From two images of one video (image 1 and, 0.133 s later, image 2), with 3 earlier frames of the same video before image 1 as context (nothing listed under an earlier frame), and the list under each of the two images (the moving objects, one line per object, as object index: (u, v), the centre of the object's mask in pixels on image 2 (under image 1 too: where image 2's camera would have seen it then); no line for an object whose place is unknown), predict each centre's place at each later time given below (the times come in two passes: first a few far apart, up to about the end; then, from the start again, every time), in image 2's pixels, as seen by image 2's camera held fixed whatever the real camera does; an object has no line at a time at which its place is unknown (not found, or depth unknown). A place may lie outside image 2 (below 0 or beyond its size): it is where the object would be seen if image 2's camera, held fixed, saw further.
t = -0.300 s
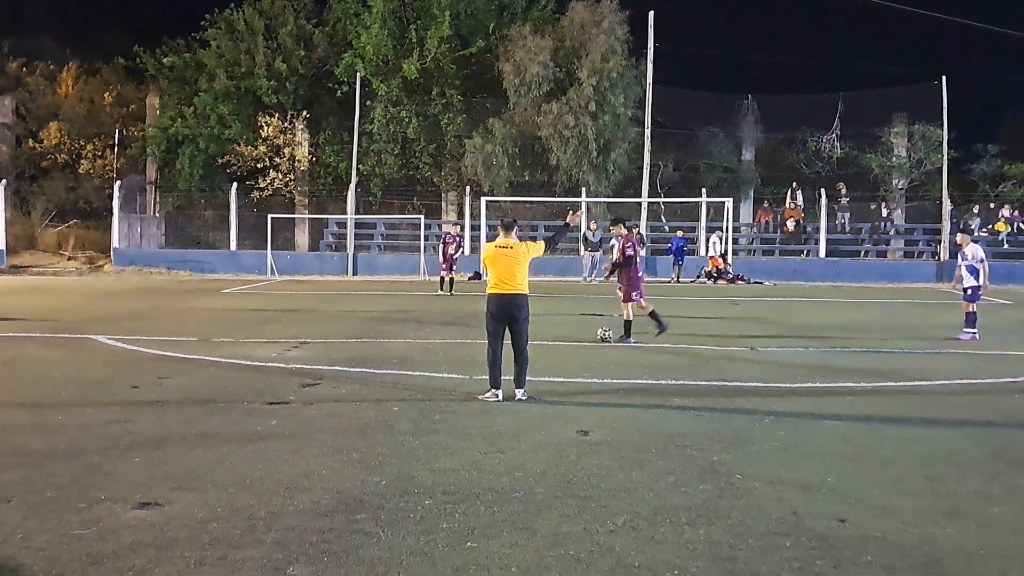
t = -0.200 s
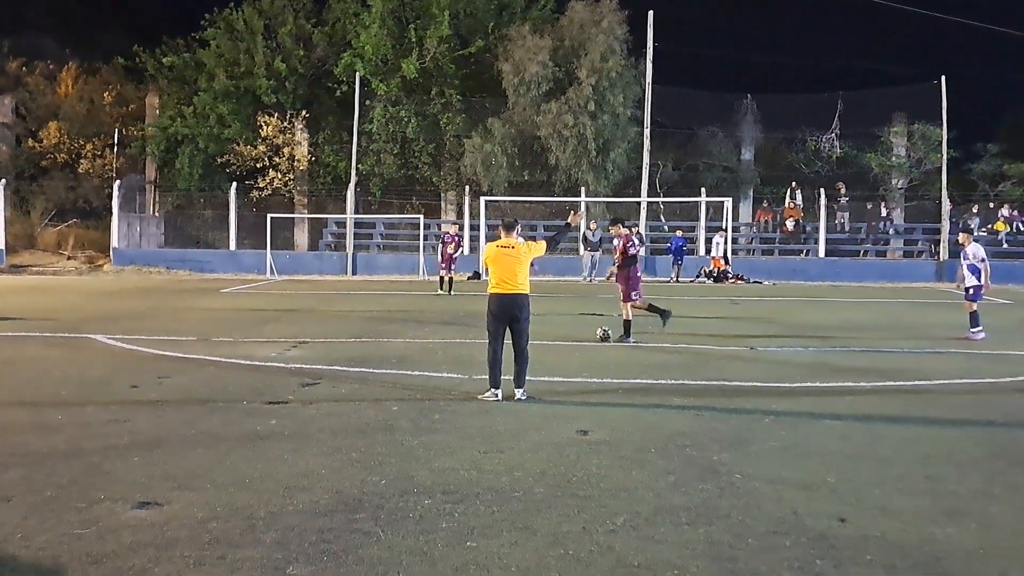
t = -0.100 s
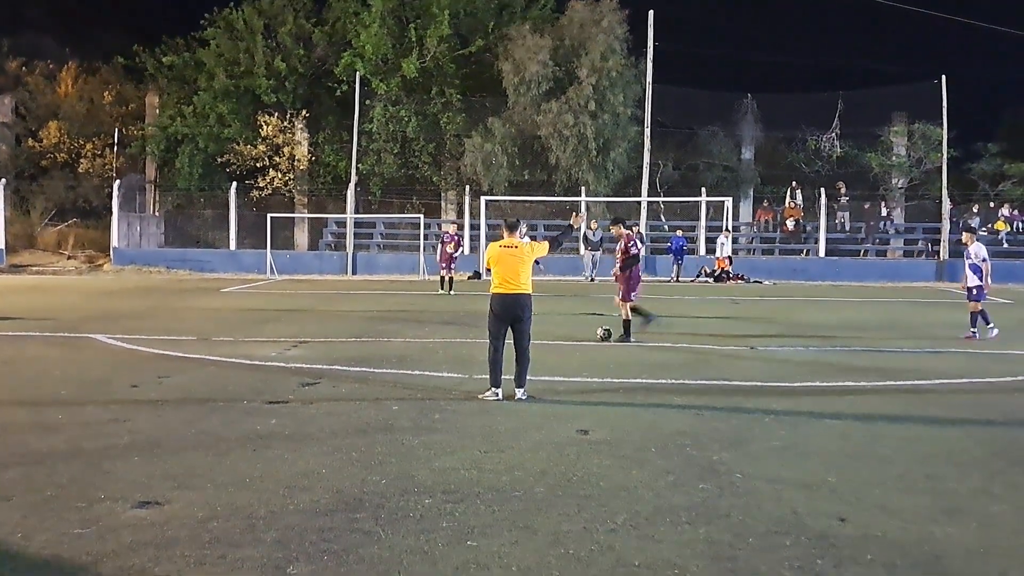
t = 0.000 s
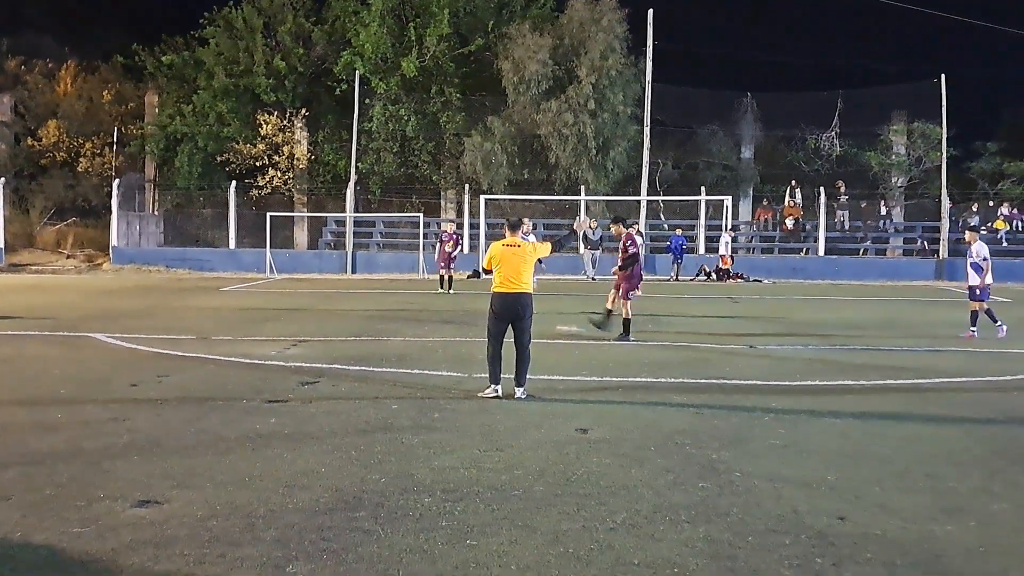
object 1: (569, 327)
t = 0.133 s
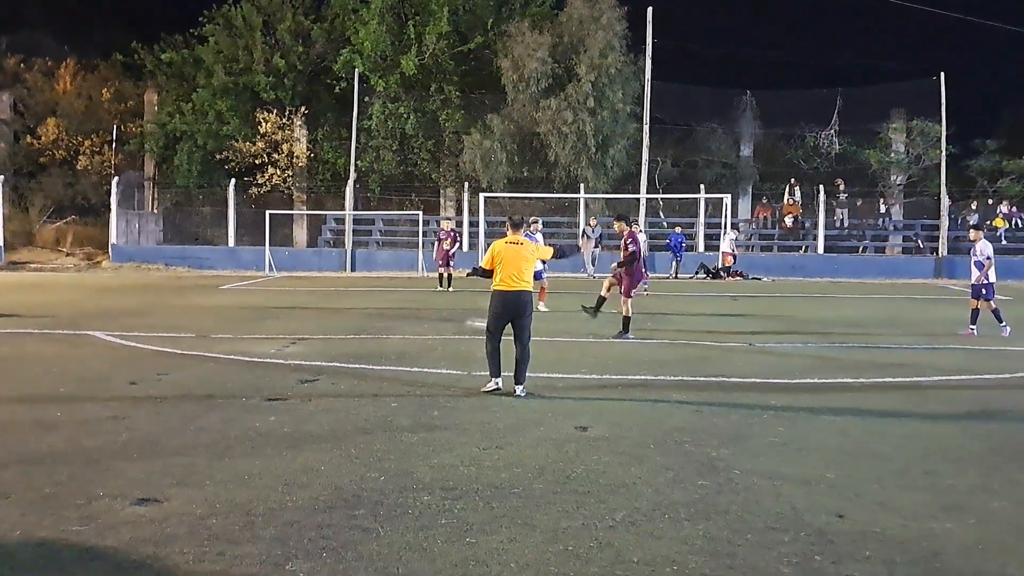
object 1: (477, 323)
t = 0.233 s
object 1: (419, 323)
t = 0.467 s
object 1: (292, 323)
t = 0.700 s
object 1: (186, 321)
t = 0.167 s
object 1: (460, 323)
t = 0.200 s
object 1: (440, 324)
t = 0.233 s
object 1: (419, 323)
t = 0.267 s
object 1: (400, 324)
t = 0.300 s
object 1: (380, 322)
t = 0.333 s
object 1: (362, 322)
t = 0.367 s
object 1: (343, 321)
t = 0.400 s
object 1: (325, 324)
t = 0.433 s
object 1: (308, 323)
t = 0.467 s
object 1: (292, 323)
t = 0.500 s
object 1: (275, 323)
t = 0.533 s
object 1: (260, 323)
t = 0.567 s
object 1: (244, 322)
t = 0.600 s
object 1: (230, 322)
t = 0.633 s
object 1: (216, 321)
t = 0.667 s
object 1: (201, 321)
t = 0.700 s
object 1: (186, 321)
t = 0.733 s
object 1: (172, 321)
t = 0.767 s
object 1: (158, 320)
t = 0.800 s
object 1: (144, 319)
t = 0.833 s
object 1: (130, 319)
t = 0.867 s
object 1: (117, 318)
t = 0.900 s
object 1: (103, 318)
